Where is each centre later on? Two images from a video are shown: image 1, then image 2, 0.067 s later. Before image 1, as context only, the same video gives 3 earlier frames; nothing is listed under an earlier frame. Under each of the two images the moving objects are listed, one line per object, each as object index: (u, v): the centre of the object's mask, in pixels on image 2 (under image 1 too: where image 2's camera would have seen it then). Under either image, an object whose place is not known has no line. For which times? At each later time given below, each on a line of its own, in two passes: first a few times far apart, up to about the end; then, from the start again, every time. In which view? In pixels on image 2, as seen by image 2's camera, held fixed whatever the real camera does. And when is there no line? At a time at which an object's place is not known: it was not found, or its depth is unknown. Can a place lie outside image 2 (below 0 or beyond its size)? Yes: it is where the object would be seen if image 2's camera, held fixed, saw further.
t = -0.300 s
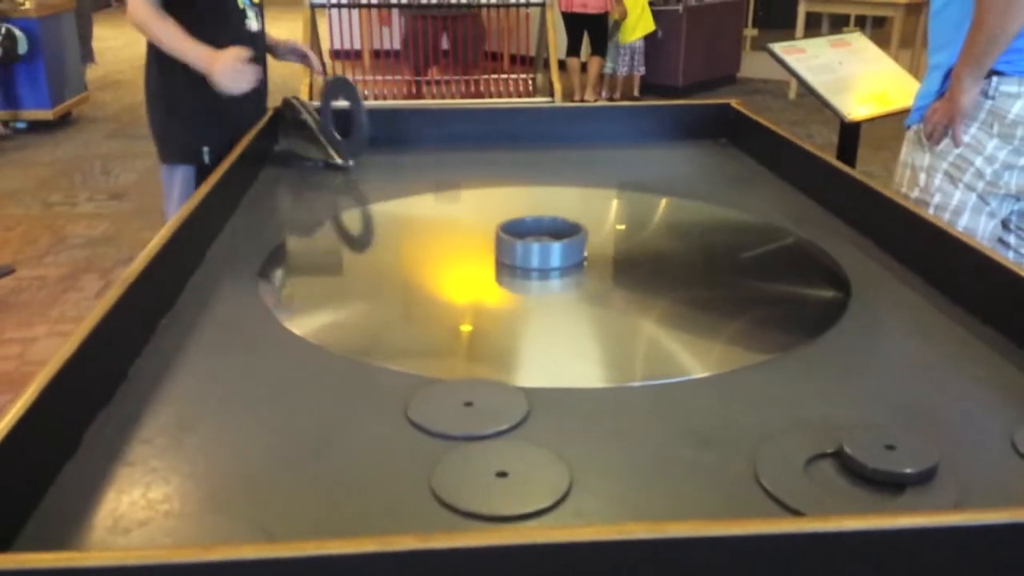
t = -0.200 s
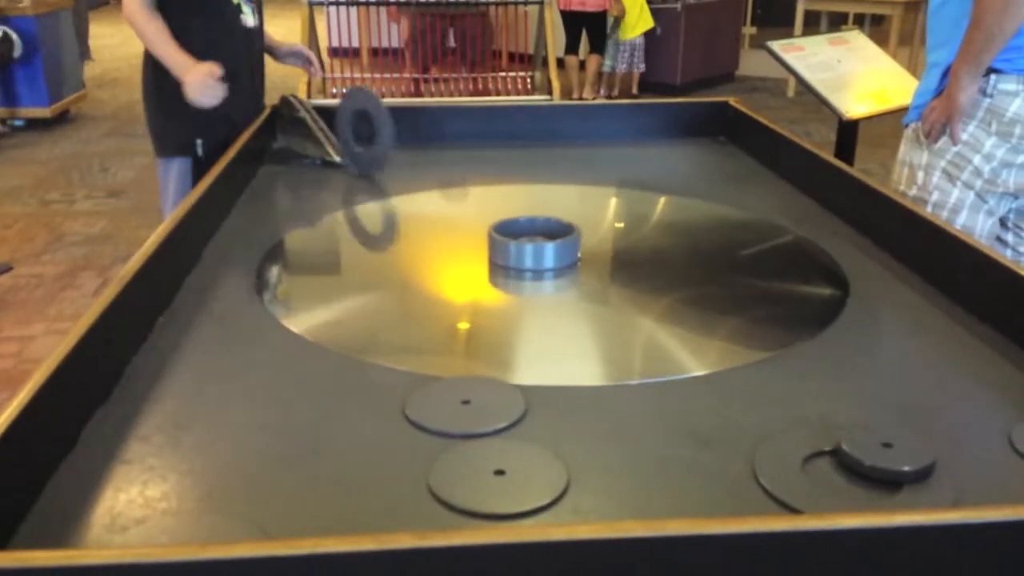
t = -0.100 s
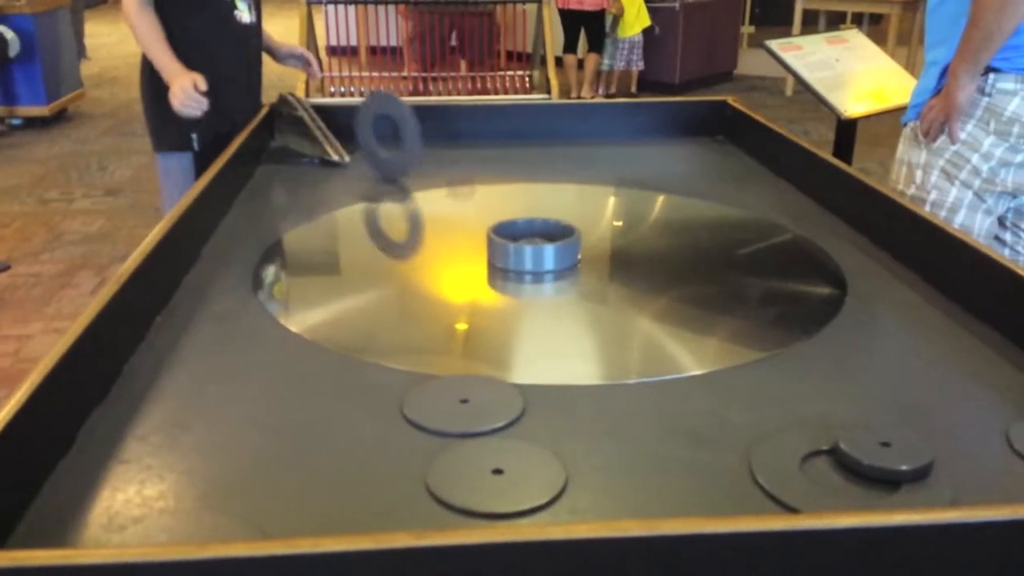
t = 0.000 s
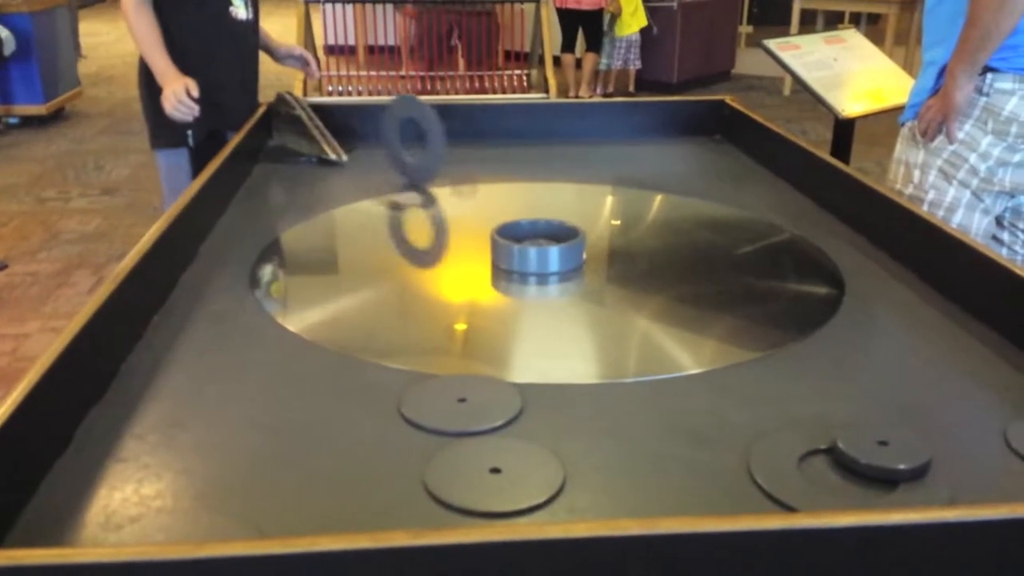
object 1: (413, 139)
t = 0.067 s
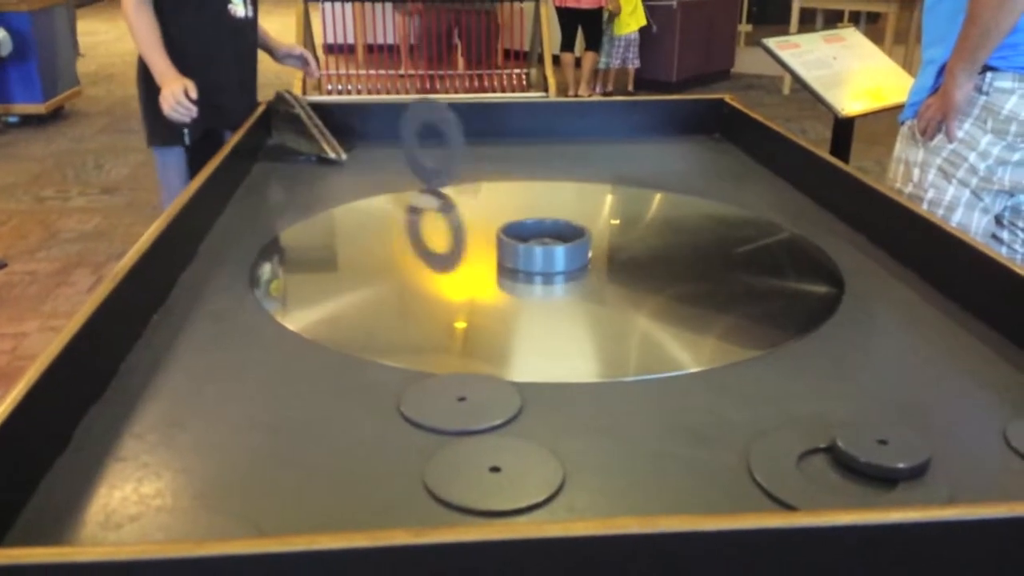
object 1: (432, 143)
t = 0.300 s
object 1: (473, 160)
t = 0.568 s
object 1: (497, 176)
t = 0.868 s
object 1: (553, 179)
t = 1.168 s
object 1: (604, 195)
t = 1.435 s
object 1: (632, 215)
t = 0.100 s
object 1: (442, 145)
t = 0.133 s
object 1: (450, 148)
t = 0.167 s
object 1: (457, 153)
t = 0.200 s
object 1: (463, 158)
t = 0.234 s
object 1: (467, 161)
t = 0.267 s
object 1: (470, 160)
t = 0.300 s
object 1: (473, 160)
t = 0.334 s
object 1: (476, 162)
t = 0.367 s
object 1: (481, 167)
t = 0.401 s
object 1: (483, 170)
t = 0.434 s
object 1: (484, 175)
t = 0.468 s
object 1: (485, 177)
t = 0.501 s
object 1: (488, 176)
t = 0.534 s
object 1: (492, 175)
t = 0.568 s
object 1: (497, 176)
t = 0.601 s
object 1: (502, 178)
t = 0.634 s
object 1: (508, 179)
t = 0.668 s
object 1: (513, 178)
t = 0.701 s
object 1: (519, 177)
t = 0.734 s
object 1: (525, 176)
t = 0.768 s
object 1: (532, 176)
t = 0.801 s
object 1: (539, 177)
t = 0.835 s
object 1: (546, 178)
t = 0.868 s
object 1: (553, 179)
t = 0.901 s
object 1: (560, 180)
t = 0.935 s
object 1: (567, 182)
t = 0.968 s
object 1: (574, 184)
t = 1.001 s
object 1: (580, 189)
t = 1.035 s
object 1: (586, 194)
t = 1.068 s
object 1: (591, 196)
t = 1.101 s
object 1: (595, 195)
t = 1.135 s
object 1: (603, 202)
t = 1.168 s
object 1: (604, 195)
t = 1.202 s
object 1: (609, 194)
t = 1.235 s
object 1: (613, 191)
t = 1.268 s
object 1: (616, 193)
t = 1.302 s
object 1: (621, 194)
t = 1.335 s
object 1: (624, 196)
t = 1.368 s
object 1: (626, 198)
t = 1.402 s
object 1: (628, 205)
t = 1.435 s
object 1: (632, 215)
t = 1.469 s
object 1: (631, 212)
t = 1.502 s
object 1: (629, 208)
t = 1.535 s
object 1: (629, 204)
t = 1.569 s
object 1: (628, 202)
